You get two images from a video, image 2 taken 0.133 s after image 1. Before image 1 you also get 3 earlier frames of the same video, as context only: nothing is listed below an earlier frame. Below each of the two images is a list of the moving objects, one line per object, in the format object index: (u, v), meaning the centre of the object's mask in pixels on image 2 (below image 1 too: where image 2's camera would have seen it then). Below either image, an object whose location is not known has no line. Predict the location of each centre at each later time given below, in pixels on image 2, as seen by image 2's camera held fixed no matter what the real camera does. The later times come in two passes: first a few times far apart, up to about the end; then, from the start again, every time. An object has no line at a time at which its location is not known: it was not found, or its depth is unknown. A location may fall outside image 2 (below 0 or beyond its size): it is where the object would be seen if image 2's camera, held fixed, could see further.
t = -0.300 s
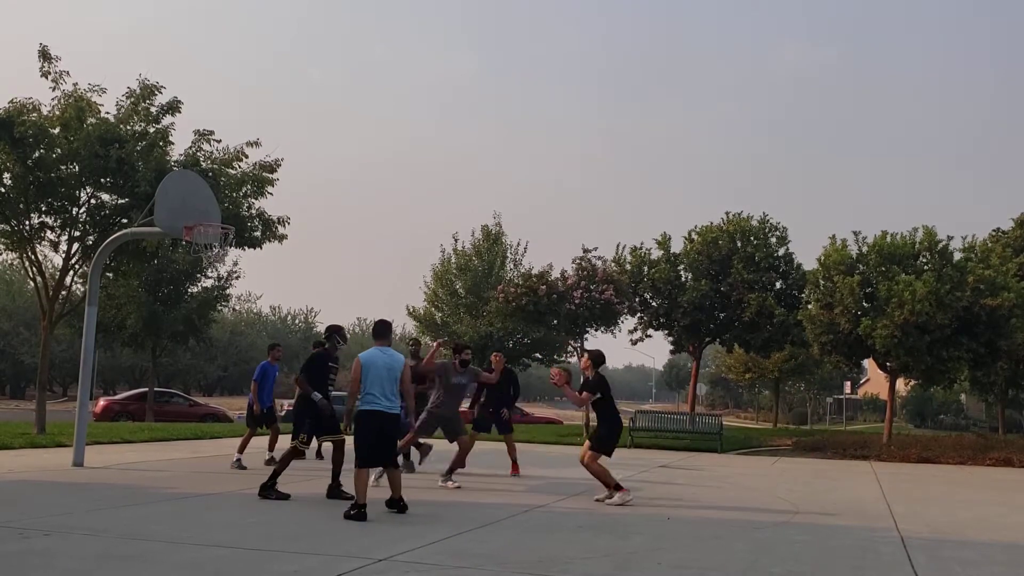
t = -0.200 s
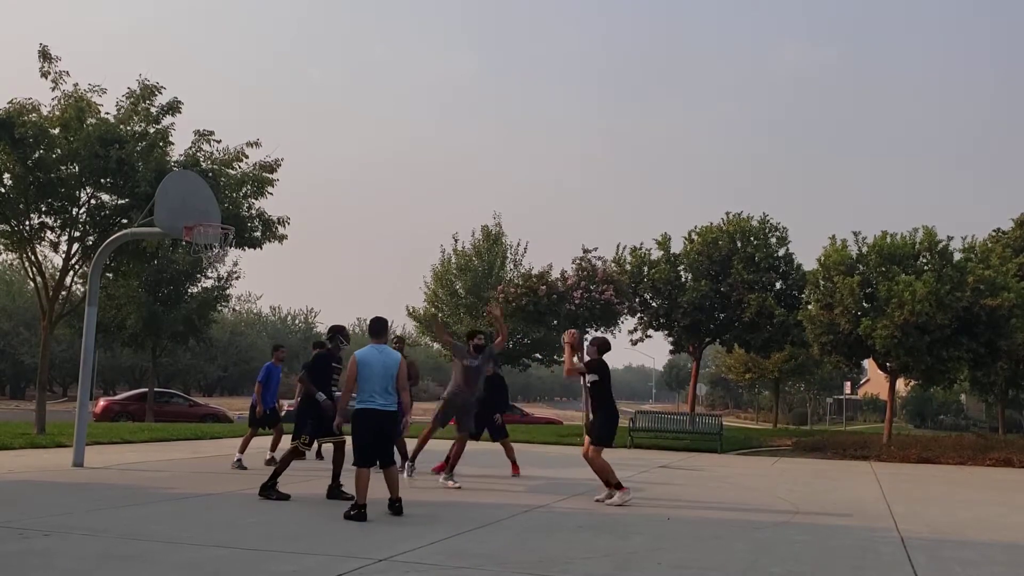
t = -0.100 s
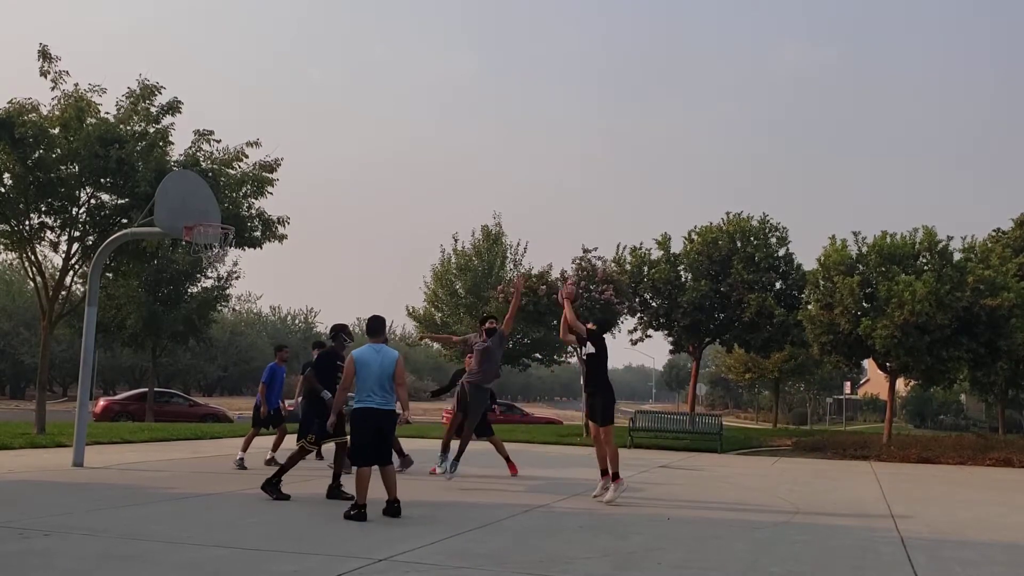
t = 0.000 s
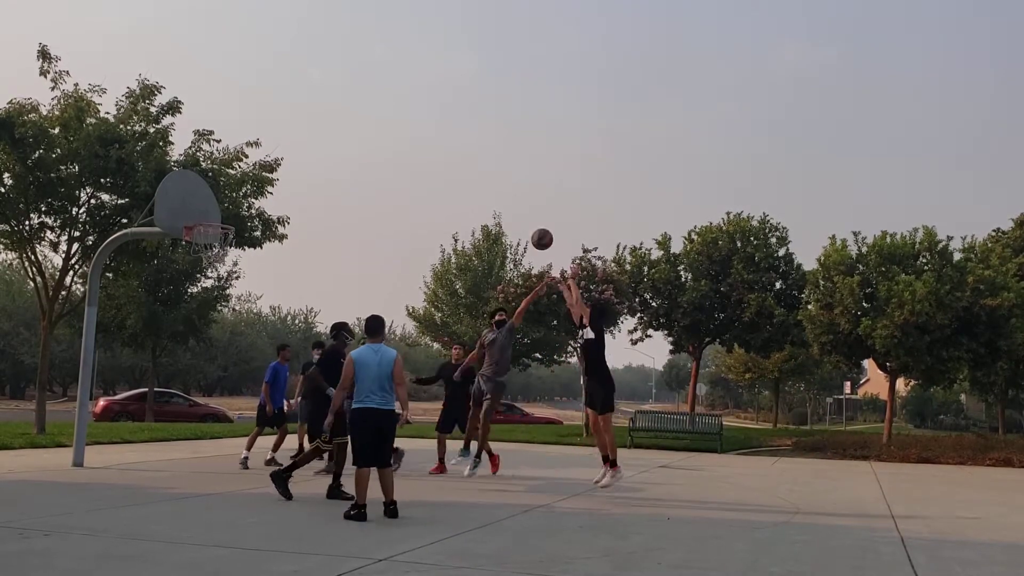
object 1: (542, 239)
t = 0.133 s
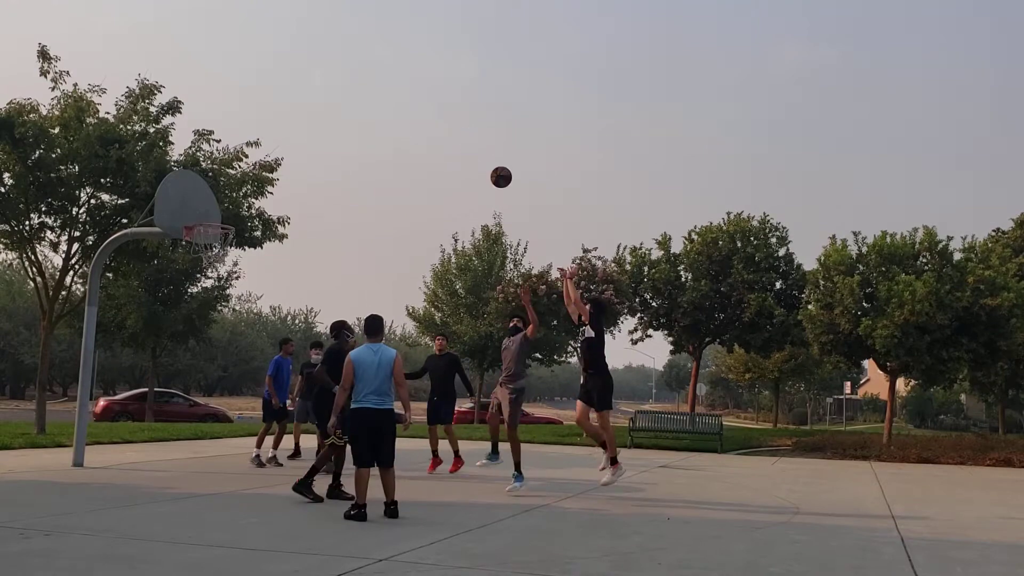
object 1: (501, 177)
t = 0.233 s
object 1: (471, 141)
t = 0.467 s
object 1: (405, 94)
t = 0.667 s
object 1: (350, 92)
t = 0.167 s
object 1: (491, 164)
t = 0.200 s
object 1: (481, 152)
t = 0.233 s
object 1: (471, 141)
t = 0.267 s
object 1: (462, 132)
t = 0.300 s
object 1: (452, 123)
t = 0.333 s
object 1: (442, 115)
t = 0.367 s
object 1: (433, 109)
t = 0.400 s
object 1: (424, 103)
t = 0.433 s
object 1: (414, 98)
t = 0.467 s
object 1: (405, 94)
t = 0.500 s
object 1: (396, 92)
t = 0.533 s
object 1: (386, 90)
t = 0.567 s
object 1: (377, 89)
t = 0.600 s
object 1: (368, 89)
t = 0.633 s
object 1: (359, 90)
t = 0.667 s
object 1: (350, 92)
